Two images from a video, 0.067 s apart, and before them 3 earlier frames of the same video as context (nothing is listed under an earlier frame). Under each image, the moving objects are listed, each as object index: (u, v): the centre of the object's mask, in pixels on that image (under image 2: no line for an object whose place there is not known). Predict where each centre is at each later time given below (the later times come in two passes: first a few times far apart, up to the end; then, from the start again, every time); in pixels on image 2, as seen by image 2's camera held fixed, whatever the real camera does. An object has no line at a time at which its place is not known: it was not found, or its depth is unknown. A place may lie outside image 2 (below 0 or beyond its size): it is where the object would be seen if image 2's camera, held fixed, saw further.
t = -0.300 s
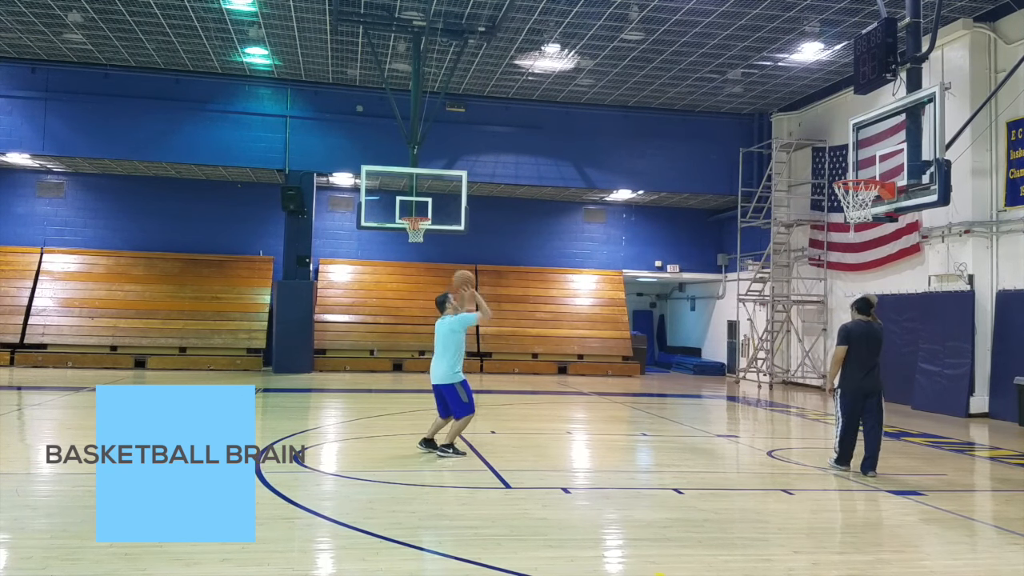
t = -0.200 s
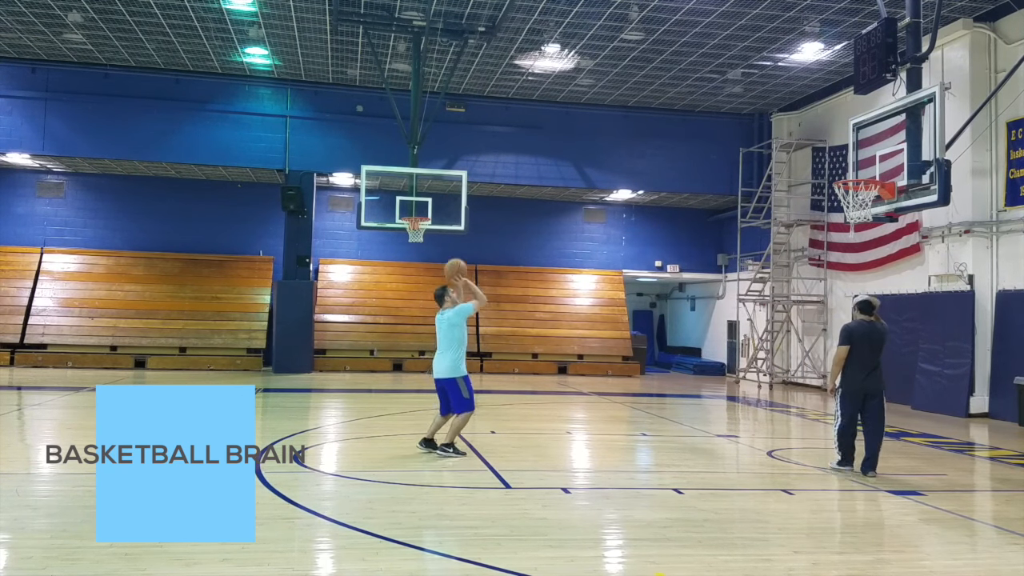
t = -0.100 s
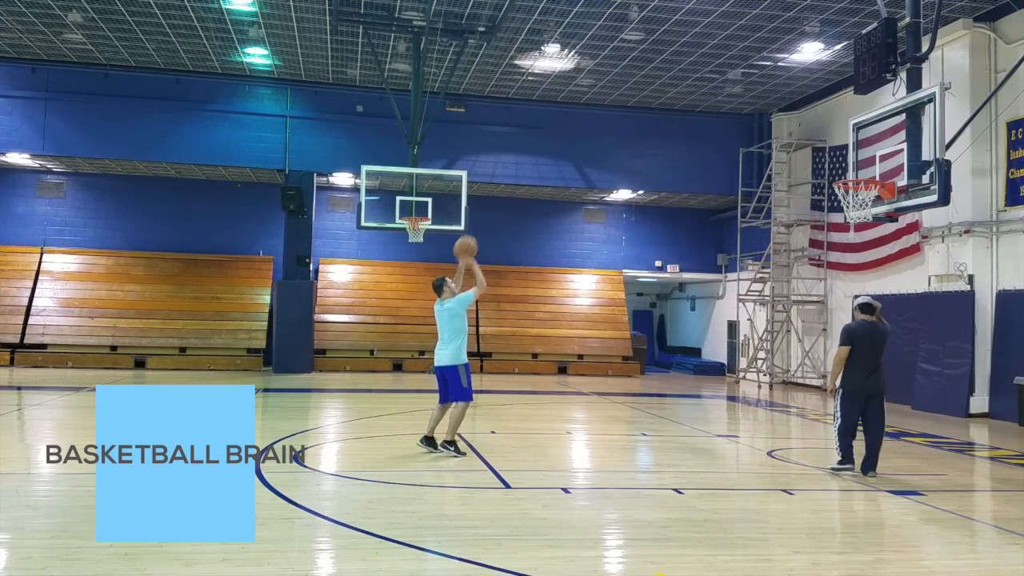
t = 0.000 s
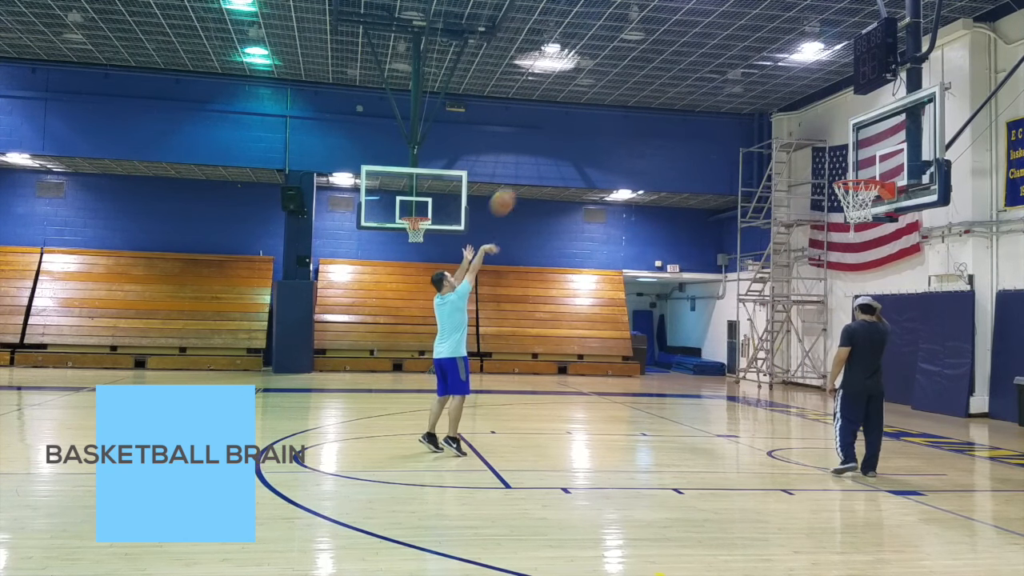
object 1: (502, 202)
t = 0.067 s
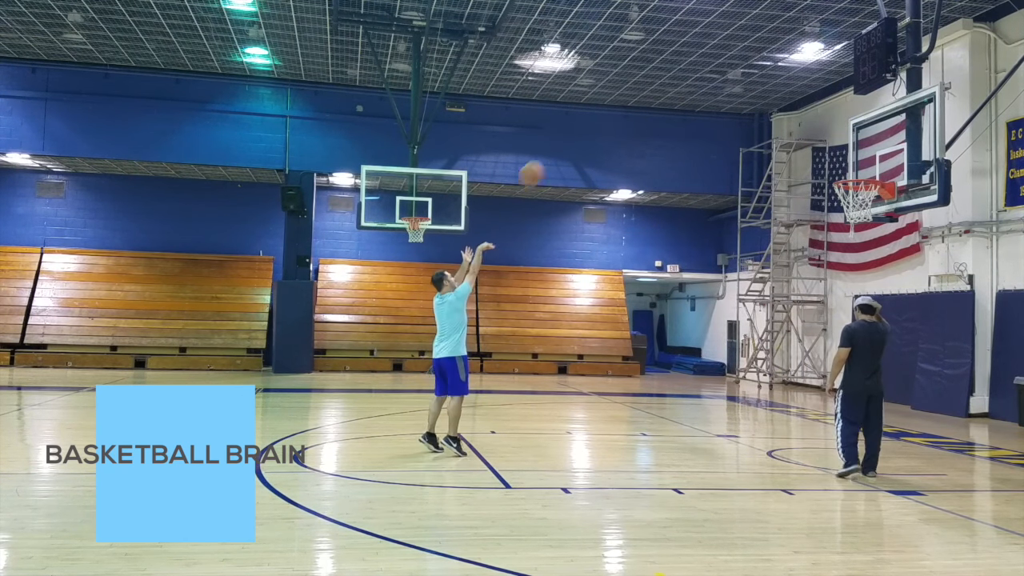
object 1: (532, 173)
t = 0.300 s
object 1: (626, 113)
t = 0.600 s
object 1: (740, 105)
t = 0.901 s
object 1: (845, 171)
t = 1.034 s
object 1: (865, 212)
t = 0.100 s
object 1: (546, 161)
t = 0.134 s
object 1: (559, 151)
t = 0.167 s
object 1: (573, 141)
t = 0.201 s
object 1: (586, 132)
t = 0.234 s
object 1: (600, 124)
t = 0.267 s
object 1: (613, 118)
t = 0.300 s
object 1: (626, 113)
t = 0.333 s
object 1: (639, 108)
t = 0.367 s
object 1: (652, 104)
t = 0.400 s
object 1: (665, 102)
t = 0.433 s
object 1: (678, 99)
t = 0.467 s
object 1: (691, 99)
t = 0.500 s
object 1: (703, 99)
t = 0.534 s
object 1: (715, 100)
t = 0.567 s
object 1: (727, 102)
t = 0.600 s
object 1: (740, 105)
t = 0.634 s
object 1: (751, 110)
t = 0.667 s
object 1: (763, 114)
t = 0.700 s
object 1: (774, 119)
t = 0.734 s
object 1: (788, 127)
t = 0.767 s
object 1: (800, 134)
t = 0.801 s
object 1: (810, 142)
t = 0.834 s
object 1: (823, 152)
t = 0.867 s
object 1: (834, 162)
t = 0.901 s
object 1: (845, 171)
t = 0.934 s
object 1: (856, 183)
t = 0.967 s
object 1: (875, 195)
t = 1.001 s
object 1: (871, 202)
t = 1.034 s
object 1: (865, 212)
